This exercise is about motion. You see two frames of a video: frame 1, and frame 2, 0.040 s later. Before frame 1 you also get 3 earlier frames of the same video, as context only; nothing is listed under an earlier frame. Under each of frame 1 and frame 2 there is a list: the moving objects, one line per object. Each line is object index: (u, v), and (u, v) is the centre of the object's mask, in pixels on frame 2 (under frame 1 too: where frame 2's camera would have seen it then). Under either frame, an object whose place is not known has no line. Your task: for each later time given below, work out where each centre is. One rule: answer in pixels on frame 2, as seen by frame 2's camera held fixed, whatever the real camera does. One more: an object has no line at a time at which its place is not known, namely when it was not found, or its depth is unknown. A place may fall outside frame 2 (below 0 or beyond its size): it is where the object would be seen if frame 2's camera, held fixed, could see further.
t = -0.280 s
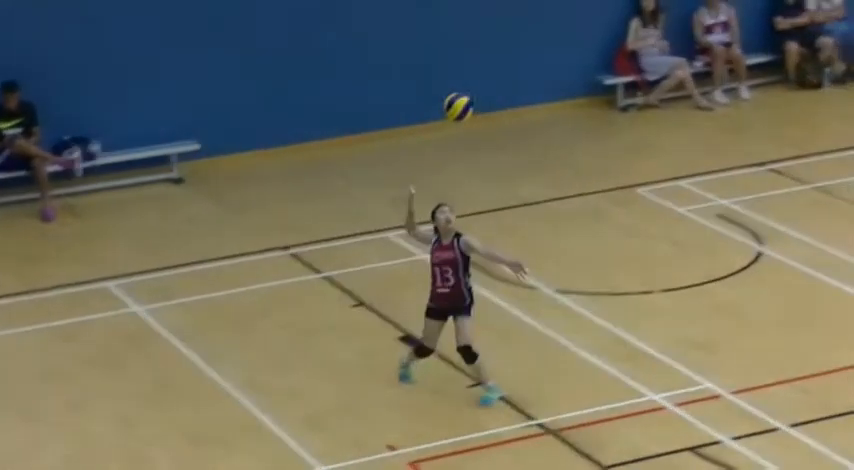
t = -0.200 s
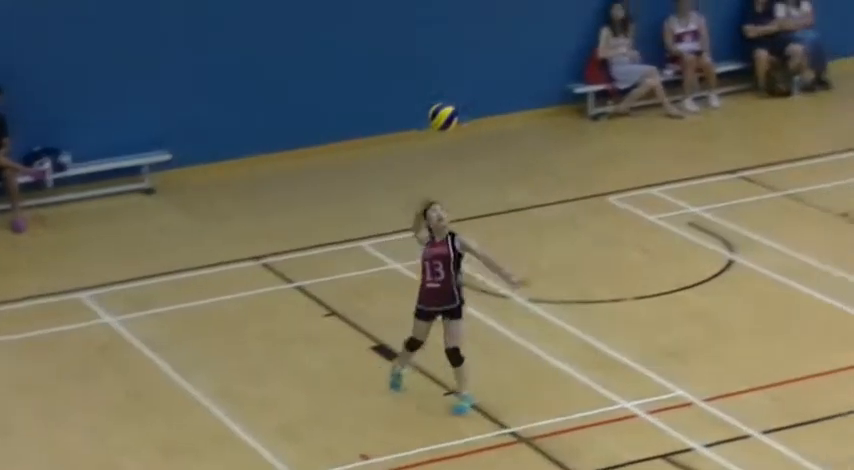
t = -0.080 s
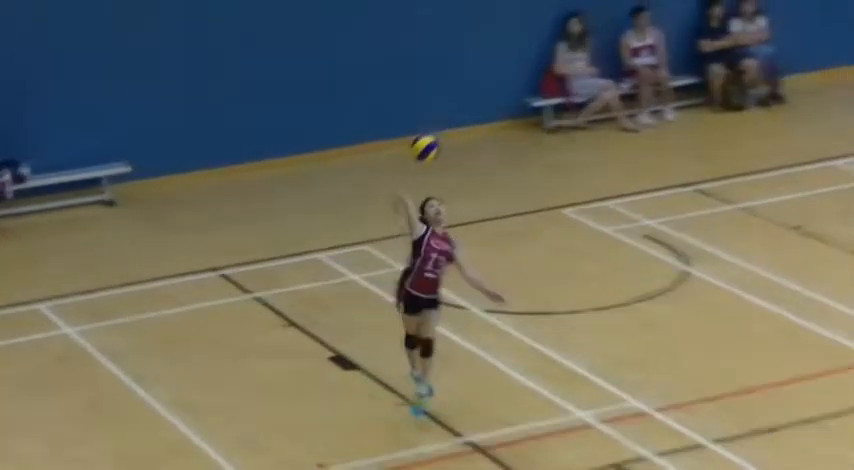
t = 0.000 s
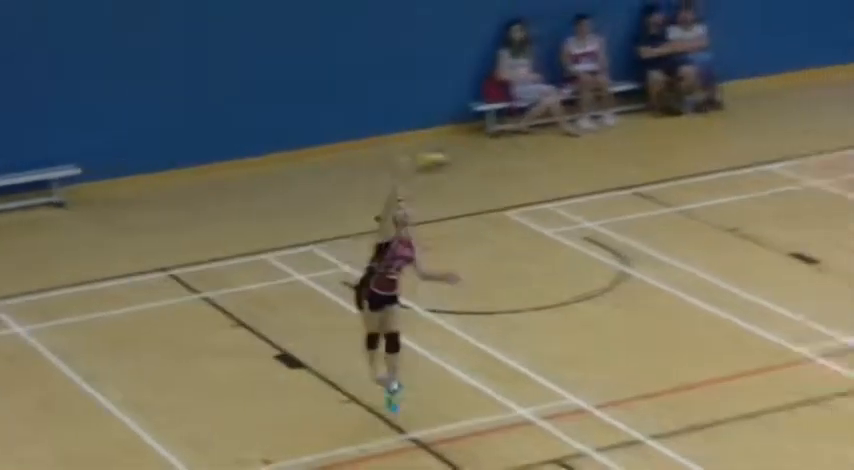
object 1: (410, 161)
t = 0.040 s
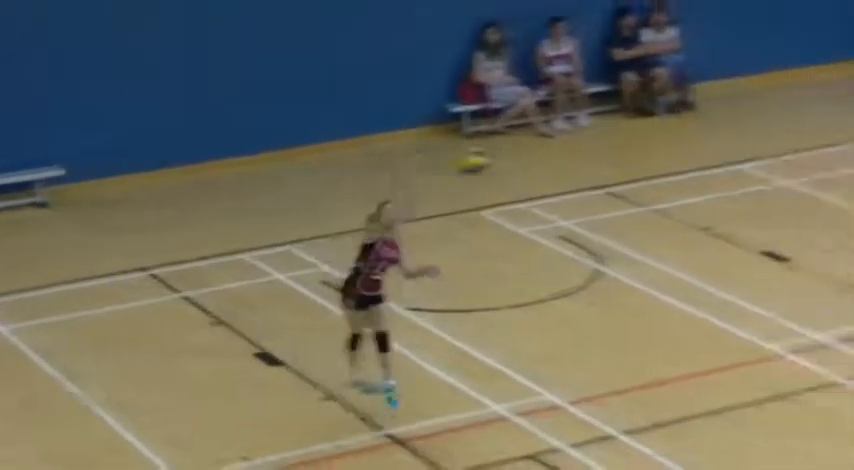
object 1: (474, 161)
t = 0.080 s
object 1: (540, 163)
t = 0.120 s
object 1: (613, 166)
